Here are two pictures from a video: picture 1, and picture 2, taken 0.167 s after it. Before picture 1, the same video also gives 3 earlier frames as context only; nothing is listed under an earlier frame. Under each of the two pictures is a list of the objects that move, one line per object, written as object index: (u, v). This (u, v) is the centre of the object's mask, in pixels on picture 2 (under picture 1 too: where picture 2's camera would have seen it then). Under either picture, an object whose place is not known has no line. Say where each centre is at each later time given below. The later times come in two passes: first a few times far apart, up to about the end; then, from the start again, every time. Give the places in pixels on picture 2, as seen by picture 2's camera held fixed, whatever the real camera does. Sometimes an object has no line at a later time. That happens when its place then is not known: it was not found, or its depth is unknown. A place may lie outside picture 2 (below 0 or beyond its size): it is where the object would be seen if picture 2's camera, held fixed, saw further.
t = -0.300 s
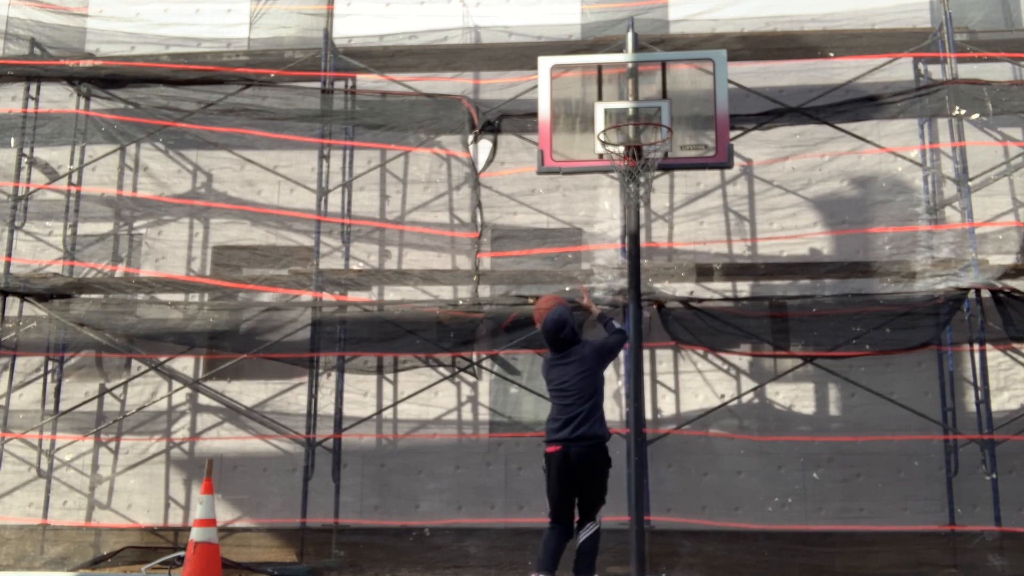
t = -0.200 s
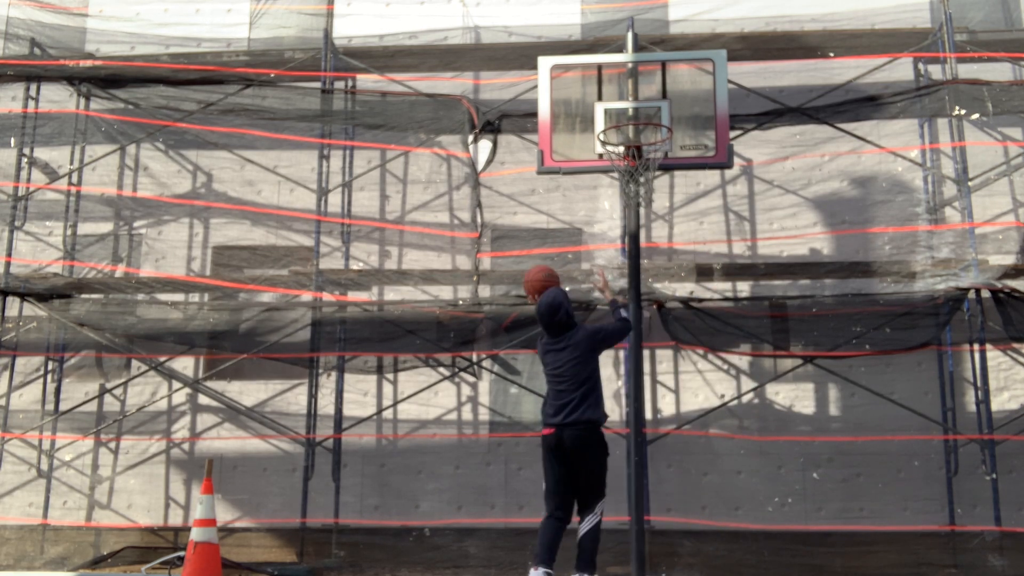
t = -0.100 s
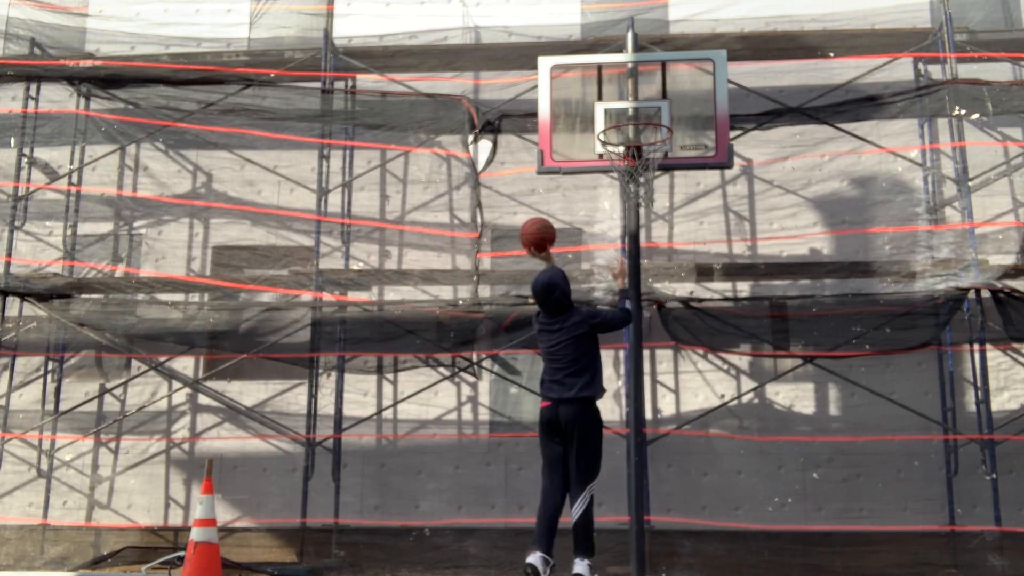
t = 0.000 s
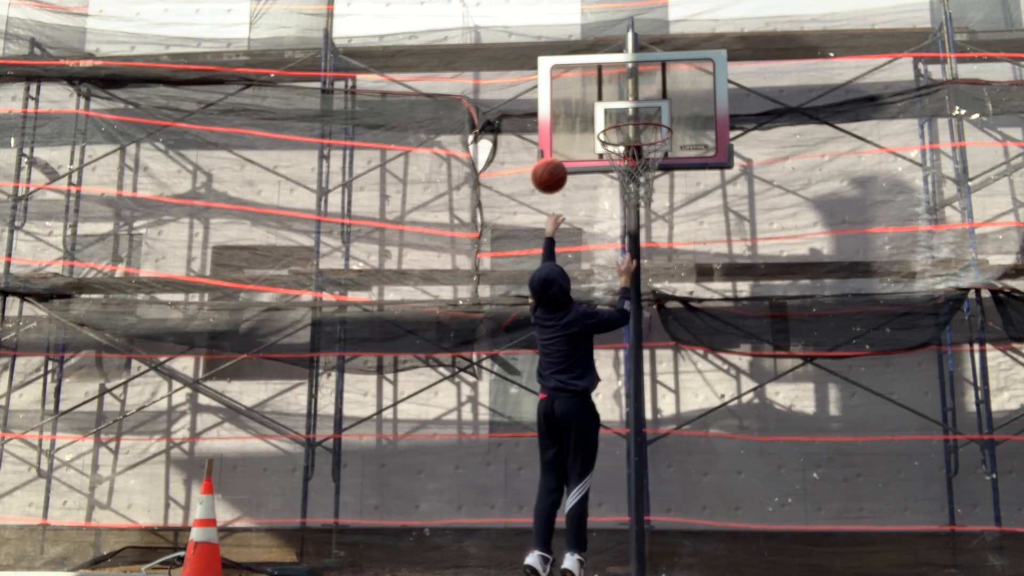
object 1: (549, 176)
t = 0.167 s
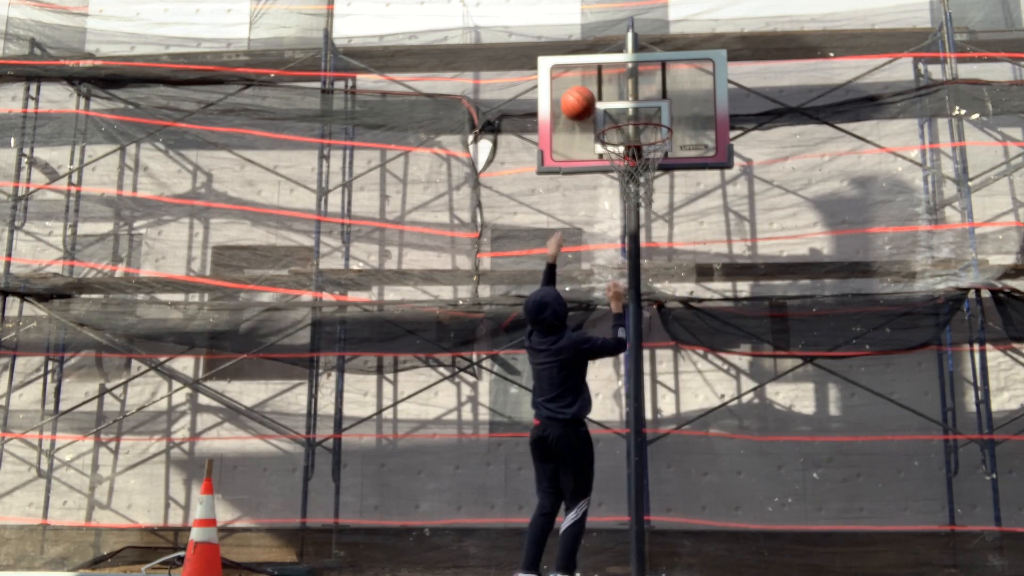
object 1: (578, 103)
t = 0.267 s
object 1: (591, 84)
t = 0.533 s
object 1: (621, 102)
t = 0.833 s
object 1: (639, 186)
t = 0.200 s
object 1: (583, 94)
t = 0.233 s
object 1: (587, 89)
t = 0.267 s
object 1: (591, 84)
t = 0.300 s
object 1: (594, 81)
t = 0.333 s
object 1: (597, 80)
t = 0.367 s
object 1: (601, 80)
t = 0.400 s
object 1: (605, 81)
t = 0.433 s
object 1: (609, 83)
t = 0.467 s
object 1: (613, 88)
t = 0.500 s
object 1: (616, 94)
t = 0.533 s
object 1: (621, 102)
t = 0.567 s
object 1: (625, 109)
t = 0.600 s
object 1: (629, 121)
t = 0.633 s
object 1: (633, 134)
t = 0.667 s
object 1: (636, 147)
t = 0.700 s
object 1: (638, 158)
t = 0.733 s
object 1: (638, 165)
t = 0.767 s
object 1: (639, 169)
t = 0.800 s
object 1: (640, 176)
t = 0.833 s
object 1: (639, 186)
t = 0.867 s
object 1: (639, 196)
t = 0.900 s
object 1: (640, 208)
